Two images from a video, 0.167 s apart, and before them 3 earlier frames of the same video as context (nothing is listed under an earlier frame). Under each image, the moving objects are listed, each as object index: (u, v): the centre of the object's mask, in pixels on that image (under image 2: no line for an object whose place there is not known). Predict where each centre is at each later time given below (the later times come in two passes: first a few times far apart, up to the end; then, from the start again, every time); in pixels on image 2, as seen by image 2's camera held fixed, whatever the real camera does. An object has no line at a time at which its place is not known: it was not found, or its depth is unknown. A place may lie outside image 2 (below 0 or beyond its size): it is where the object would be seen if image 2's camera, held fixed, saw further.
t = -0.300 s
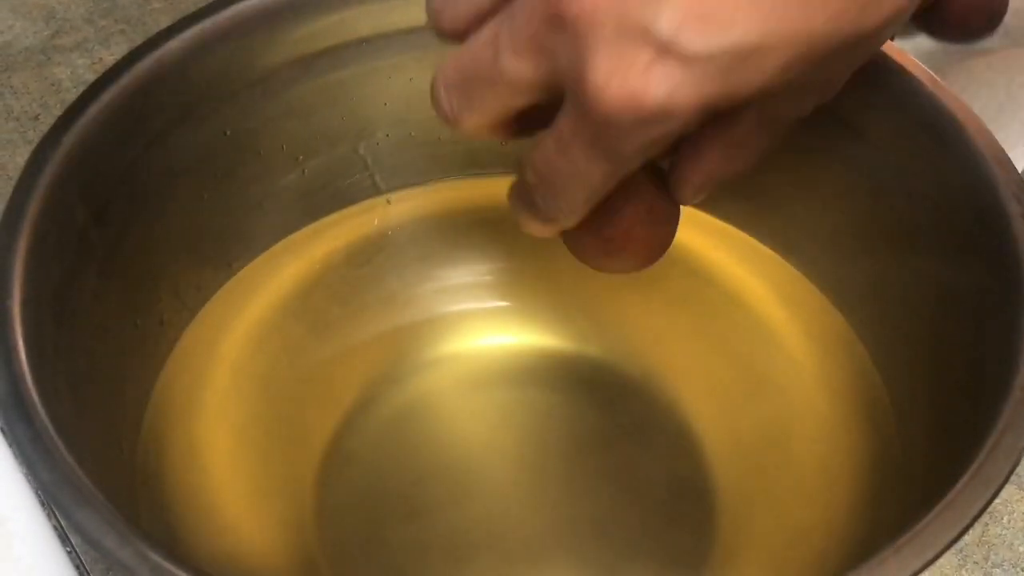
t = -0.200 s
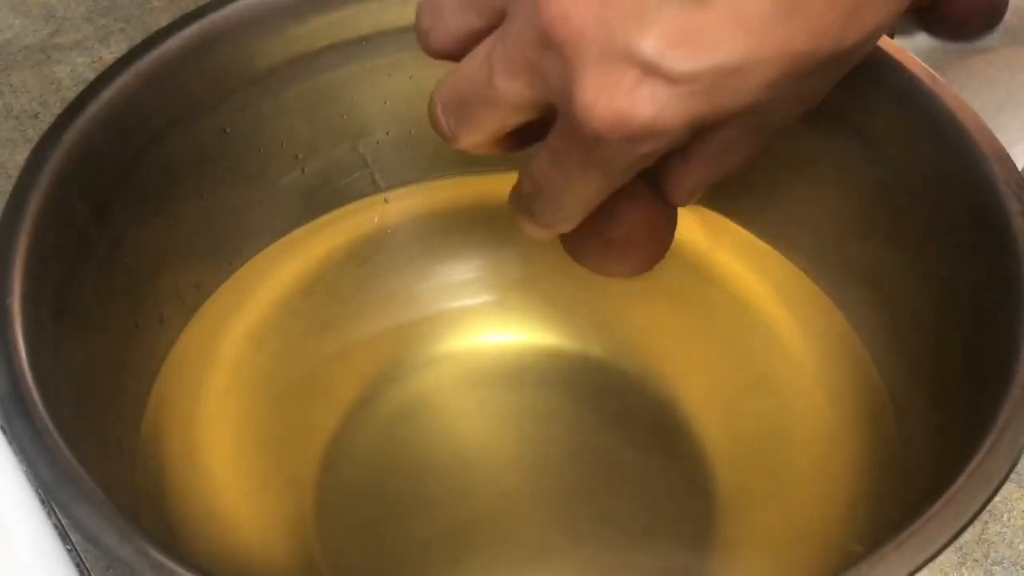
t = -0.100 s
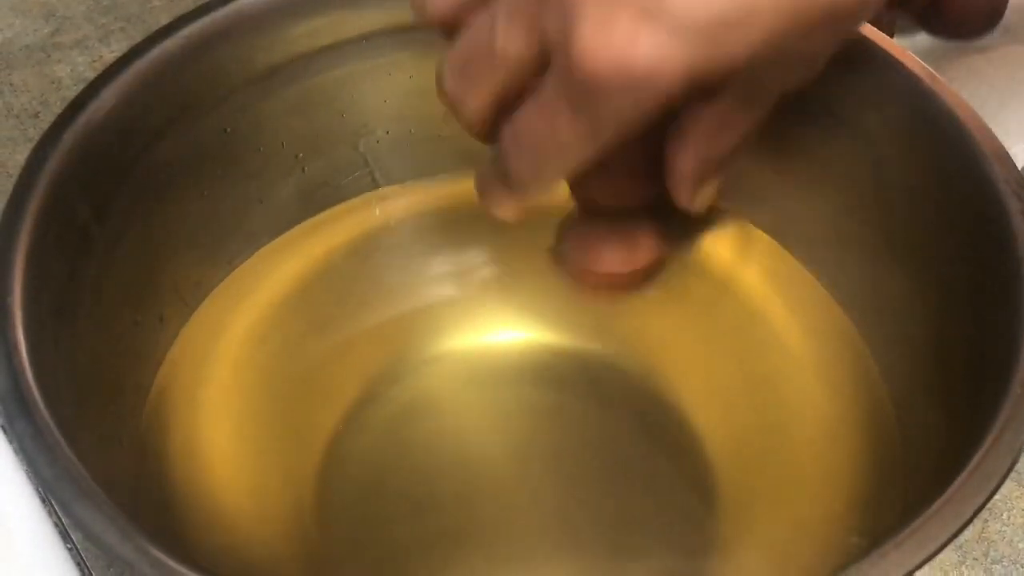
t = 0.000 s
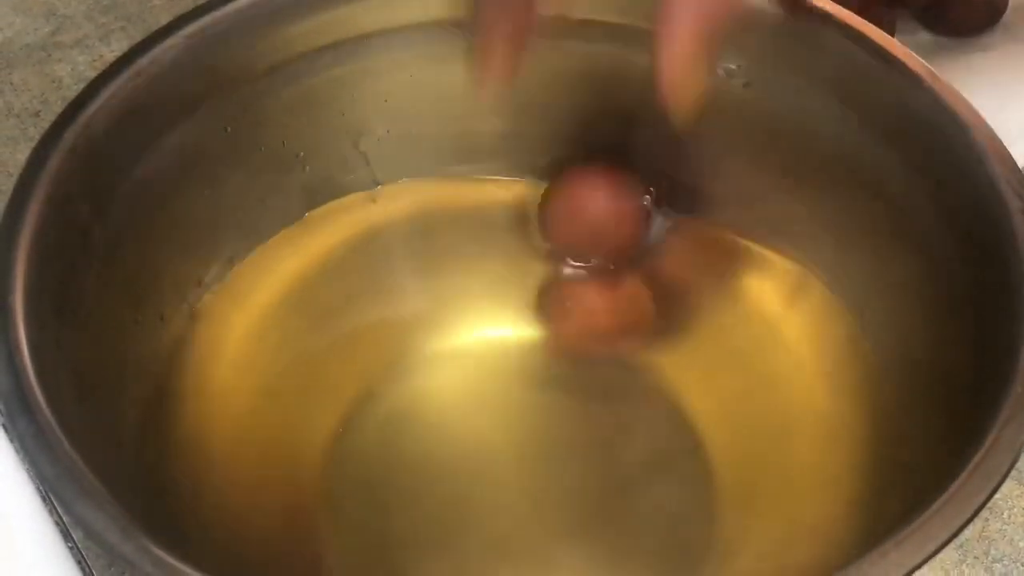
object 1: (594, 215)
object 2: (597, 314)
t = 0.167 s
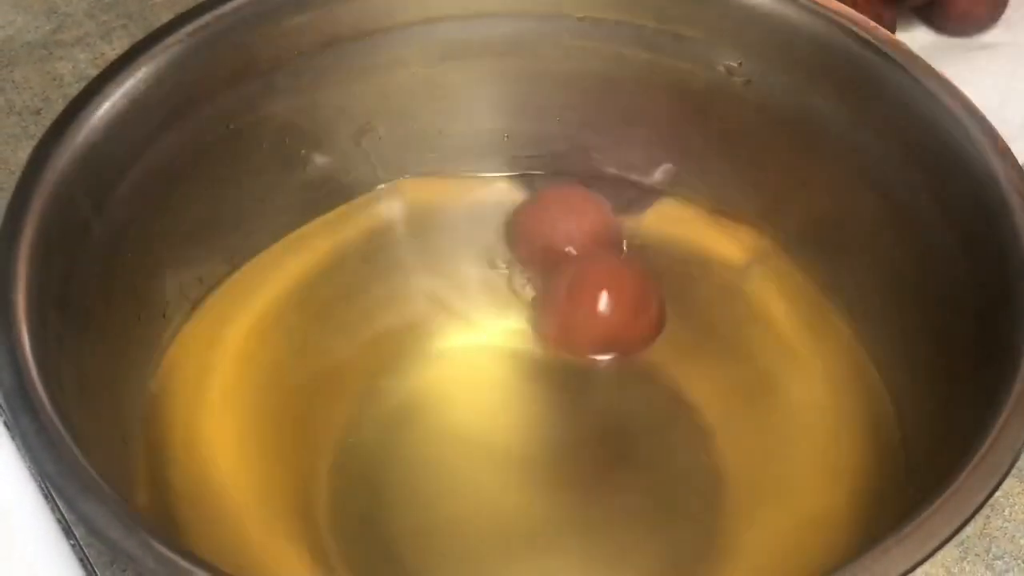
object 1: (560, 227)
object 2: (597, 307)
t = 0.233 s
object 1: (549, 226)
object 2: (609, 300)
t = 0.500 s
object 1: (519, 267)
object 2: (623, 324)
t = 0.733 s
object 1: (497, 302)
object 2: (635, 346)
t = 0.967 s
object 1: (482, 319)
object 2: (647, 336)
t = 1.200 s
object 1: (460, 358)
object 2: (652, 347)
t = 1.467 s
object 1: (454, 375)
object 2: (661, 323)
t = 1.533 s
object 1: (451, 377)
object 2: (662, 323)
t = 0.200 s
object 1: (552, 224)
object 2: (606, 300)
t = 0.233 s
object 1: (549, 226)
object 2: (609, 300)
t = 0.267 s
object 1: (553, 227)
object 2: (611, 313)
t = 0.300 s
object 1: (546, 237)
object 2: (612, 323)
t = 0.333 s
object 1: (538, 243)
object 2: (613, 333)
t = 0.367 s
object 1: (539, 245)
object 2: (614, 335)
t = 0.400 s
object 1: (531, 250)
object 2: (617, 335)
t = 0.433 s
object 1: (526, 257)
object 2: (621, 330)
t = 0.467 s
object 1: (522, 262)
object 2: (622, 326)
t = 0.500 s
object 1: (519, 267)
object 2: (623, 324)
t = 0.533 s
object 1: (513, 274)
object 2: (623, 327)
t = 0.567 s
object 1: (511, 279)
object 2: (623, 337)
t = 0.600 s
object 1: (510, 285)
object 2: (626, 345)
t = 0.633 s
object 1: (506, 291)
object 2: (628, 350)
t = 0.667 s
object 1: (503, 296)
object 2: (628, 353)
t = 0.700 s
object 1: (498, 299)
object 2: (632, 350)
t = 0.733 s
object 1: (497, 302)
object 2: (635, 346)
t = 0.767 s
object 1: (497, 304)
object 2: (638, 341)
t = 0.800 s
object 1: (495, 306)
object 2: (641, 337)
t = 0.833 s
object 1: (492, 308)
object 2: (644, 335)
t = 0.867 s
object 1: (490, 310)
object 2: (644, 336)
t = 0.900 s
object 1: (487, 313)
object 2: (645, 337)
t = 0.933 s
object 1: (484, 316)
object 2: (646, 337)
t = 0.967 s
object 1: (482, 319)
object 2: (647, 336)
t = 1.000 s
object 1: (479, 322)
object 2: (649, 333)
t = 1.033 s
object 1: (477, 327)
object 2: (649, 332)
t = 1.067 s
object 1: (474, 332)
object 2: (649, 331)
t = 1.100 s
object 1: (471, 339)
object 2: (649, 334)
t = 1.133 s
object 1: (467, 346)
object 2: (651, 336)
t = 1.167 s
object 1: (463, 352)
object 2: (652, 341)
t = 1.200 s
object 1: (460, 358)
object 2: (652, 347)
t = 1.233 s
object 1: (458, 361)
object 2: (653, 349)
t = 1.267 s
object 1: (457, 363)
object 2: (654, 347)
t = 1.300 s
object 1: (457, 365)
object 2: (656, 341)
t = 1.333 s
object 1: (457, 365)
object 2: (658, 334)
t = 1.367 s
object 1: (457, 367)
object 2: (659, 329)
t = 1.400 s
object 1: (457, 369)
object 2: (660, 325)
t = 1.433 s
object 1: (456, 372)
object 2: (660, 323)
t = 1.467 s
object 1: (454, 375)
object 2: (661, 323)
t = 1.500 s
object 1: (453, 376)
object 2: (662, 324)
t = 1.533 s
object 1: (451, 377)
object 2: (662, 323)
